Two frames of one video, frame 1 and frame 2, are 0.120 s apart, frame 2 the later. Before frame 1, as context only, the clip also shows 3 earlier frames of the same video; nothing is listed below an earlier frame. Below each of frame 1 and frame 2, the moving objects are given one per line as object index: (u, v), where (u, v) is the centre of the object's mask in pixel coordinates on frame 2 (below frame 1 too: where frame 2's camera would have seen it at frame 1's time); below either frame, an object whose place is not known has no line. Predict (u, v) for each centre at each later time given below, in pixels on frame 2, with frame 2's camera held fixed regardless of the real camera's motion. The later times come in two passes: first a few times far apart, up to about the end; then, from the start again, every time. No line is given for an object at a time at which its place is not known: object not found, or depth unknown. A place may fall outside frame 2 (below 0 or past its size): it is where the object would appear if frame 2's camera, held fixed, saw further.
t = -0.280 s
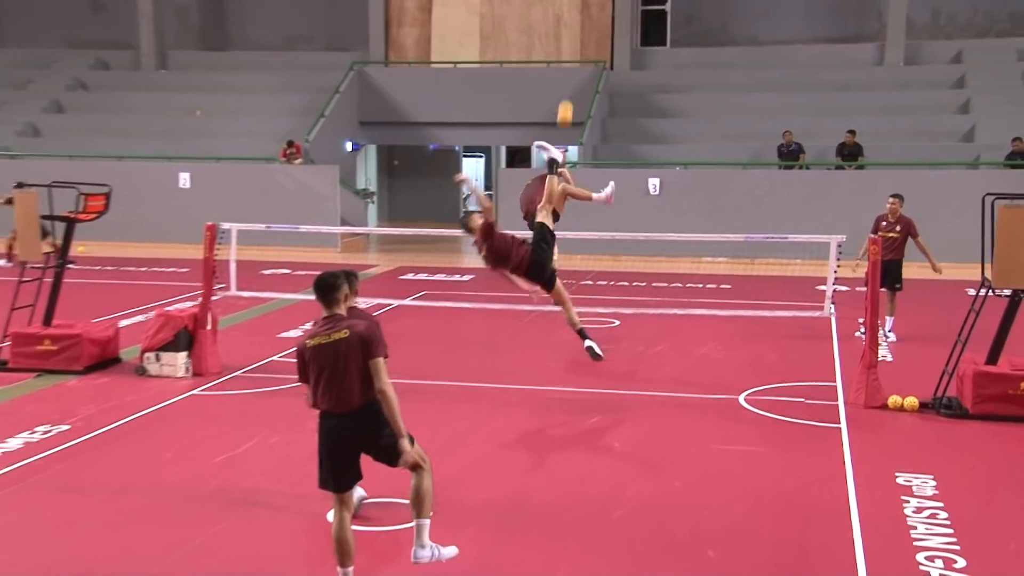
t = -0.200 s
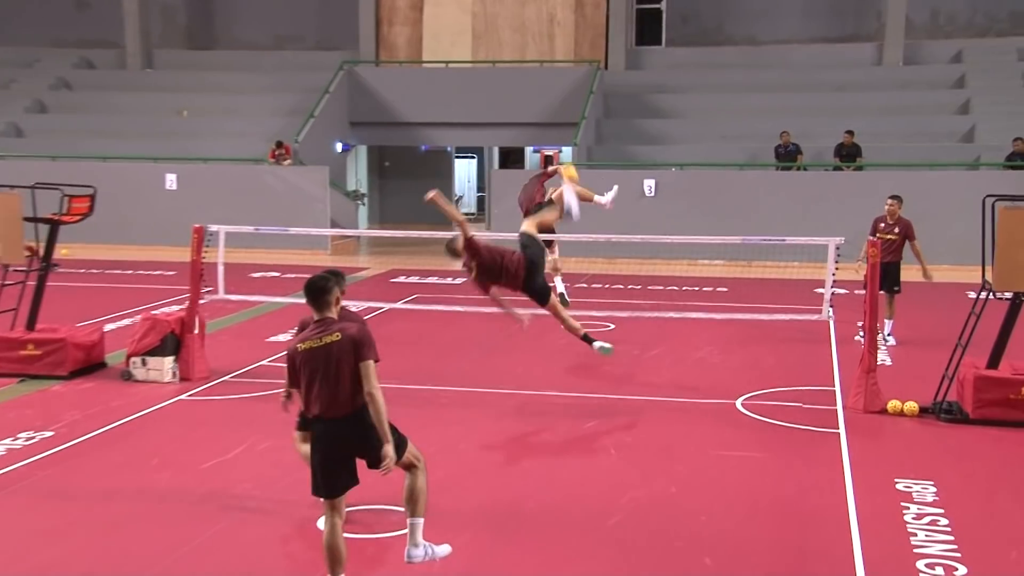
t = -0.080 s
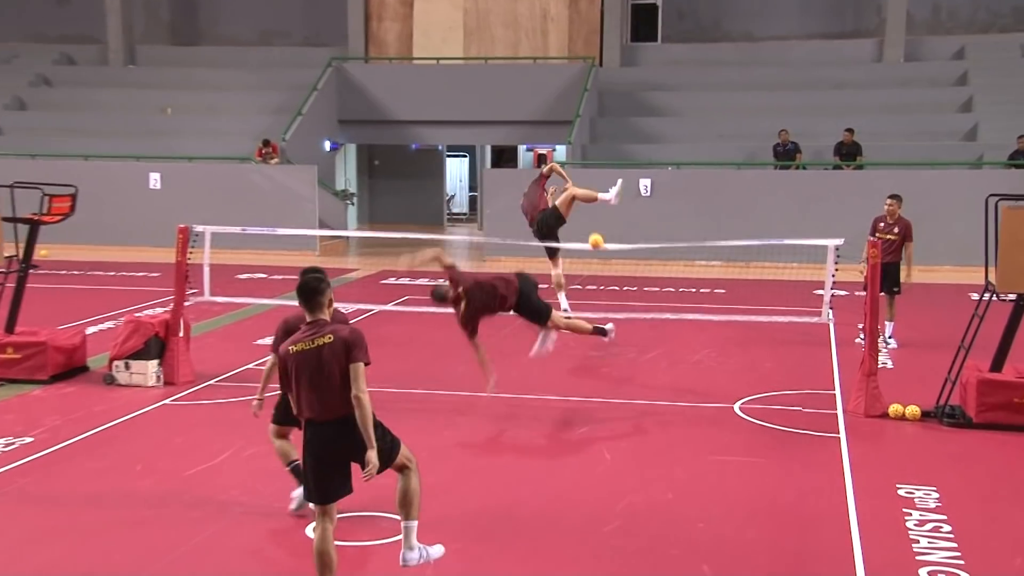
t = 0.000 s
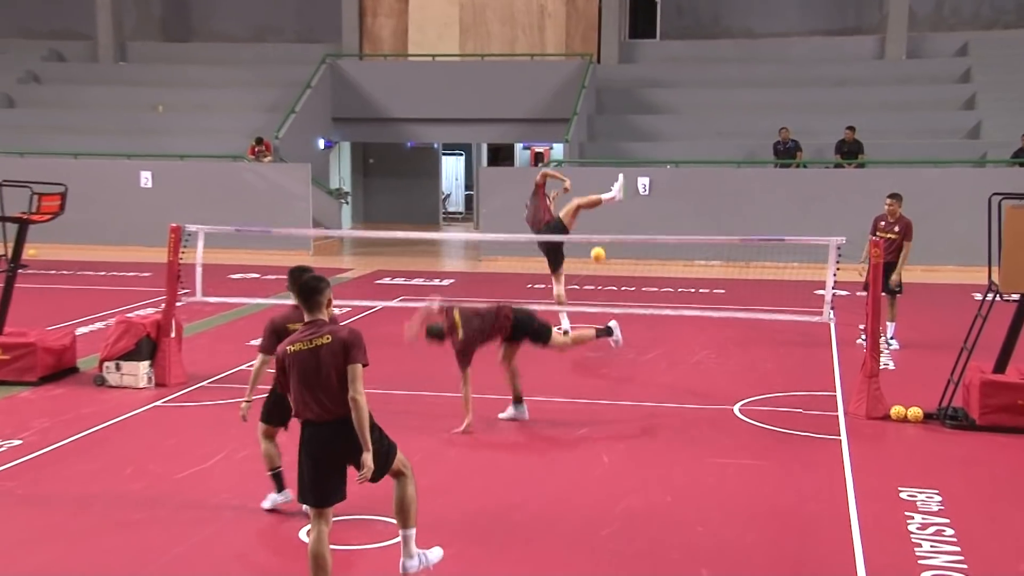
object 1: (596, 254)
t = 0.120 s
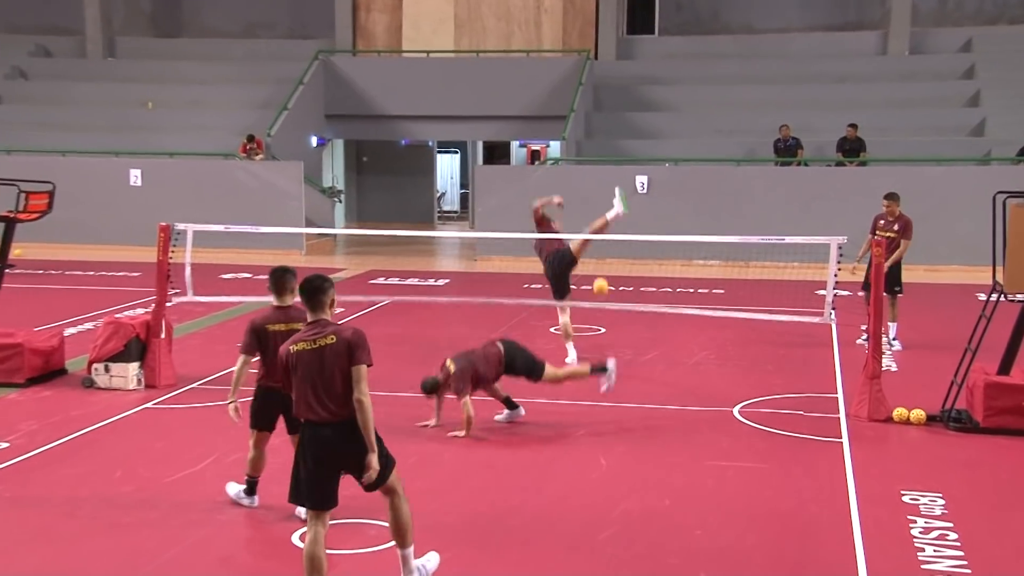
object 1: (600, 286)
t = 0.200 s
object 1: (603, 316)
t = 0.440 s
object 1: (612, 387)
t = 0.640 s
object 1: (615, 344)
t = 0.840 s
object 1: (619, 344)
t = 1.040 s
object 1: (623, 392)
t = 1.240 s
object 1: (626, 406)
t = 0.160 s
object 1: (602, 300)
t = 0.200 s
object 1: (603, 316)
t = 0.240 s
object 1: (605, 335)
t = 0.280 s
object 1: (606, 355)
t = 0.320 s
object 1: (608, 377)
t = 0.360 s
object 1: (611, 401)
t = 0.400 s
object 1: (612, 400)
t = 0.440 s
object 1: (612, 387)
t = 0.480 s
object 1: (613, 374)
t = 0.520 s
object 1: (613, 365)
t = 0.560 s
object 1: (614, 356)
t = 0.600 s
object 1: (615, 349)
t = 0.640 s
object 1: (615, 344)
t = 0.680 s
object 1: (616, 340)
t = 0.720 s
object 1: (617, 339)
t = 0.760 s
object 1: (617, 339)
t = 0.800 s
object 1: (618, 341)
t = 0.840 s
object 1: (619, 344)
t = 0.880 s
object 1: (620, 350)
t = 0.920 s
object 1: (620, 357)
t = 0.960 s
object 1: (621, 368)
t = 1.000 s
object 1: (622, 379)
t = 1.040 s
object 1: (623, 392)
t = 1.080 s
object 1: (624, 408)
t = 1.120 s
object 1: (625, 426)
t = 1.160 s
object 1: (625, 421)
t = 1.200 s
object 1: (625, 413)
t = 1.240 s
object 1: (626, 406)
